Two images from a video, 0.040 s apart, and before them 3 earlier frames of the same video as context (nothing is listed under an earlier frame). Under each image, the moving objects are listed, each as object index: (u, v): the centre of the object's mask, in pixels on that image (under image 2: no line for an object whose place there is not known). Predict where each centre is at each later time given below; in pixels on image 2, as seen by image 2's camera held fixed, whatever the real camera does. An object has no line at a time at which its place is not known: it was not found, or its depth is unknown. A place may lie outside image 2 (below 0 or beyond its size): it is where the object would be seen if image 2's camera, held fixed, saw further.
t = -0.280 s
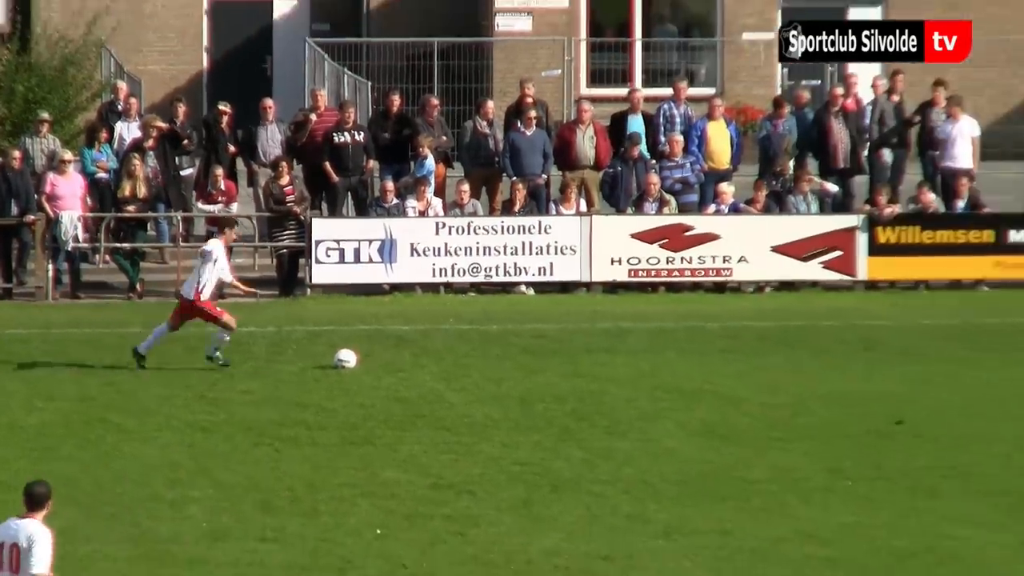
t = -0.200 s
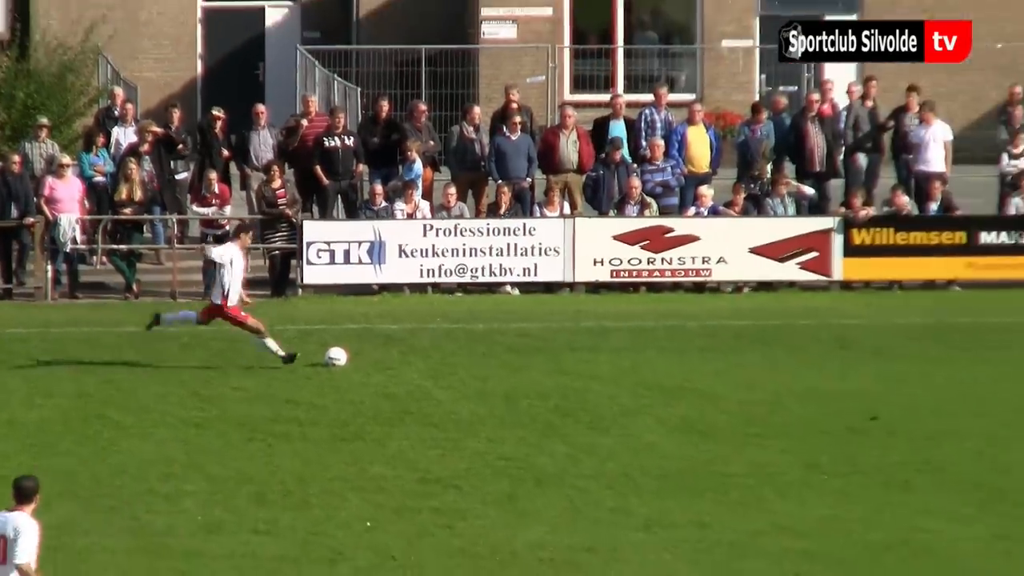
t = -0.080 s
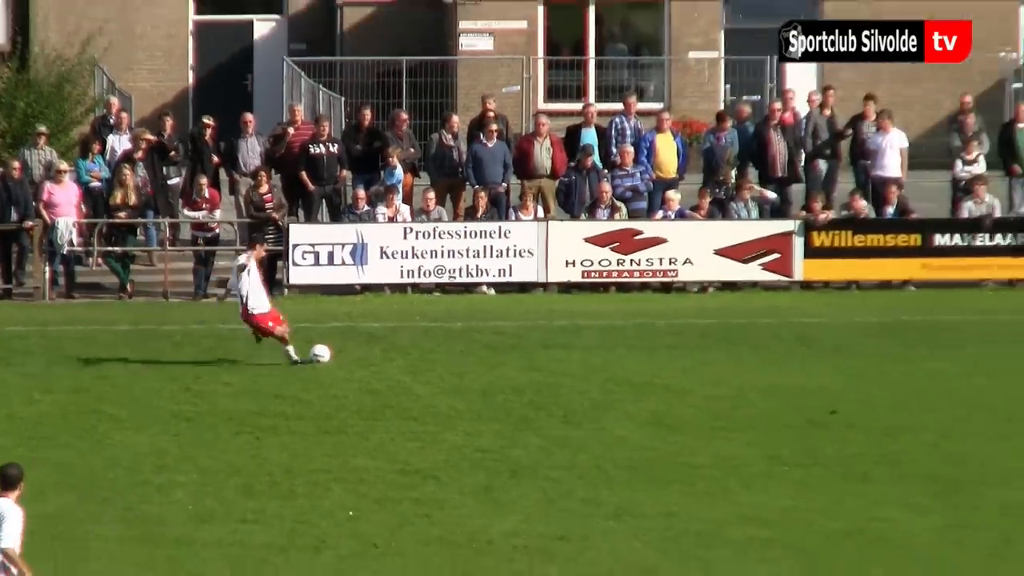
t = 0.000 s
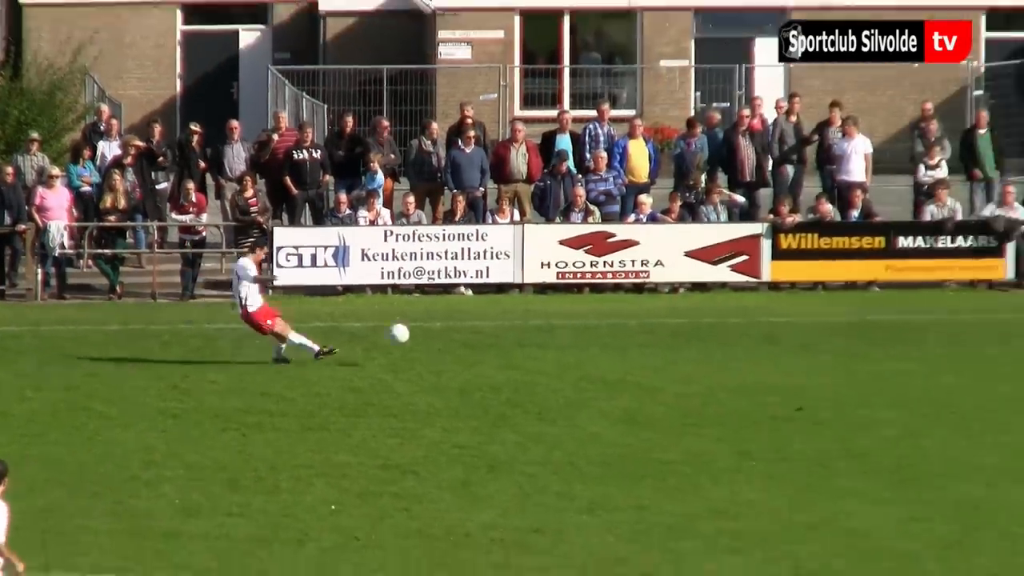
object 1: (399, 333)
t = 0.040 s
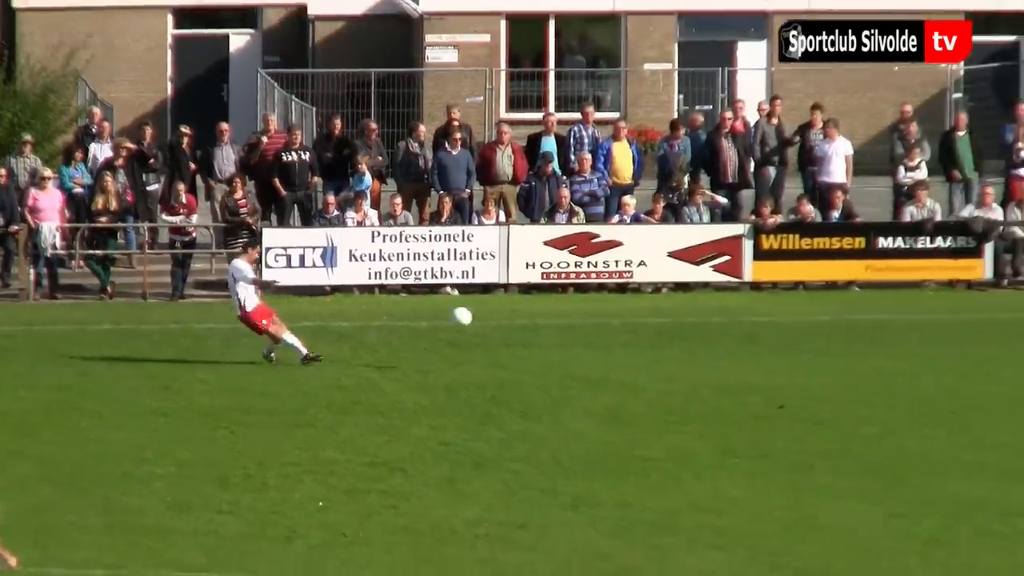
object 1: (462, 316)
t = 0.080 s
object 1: (537, 300)
